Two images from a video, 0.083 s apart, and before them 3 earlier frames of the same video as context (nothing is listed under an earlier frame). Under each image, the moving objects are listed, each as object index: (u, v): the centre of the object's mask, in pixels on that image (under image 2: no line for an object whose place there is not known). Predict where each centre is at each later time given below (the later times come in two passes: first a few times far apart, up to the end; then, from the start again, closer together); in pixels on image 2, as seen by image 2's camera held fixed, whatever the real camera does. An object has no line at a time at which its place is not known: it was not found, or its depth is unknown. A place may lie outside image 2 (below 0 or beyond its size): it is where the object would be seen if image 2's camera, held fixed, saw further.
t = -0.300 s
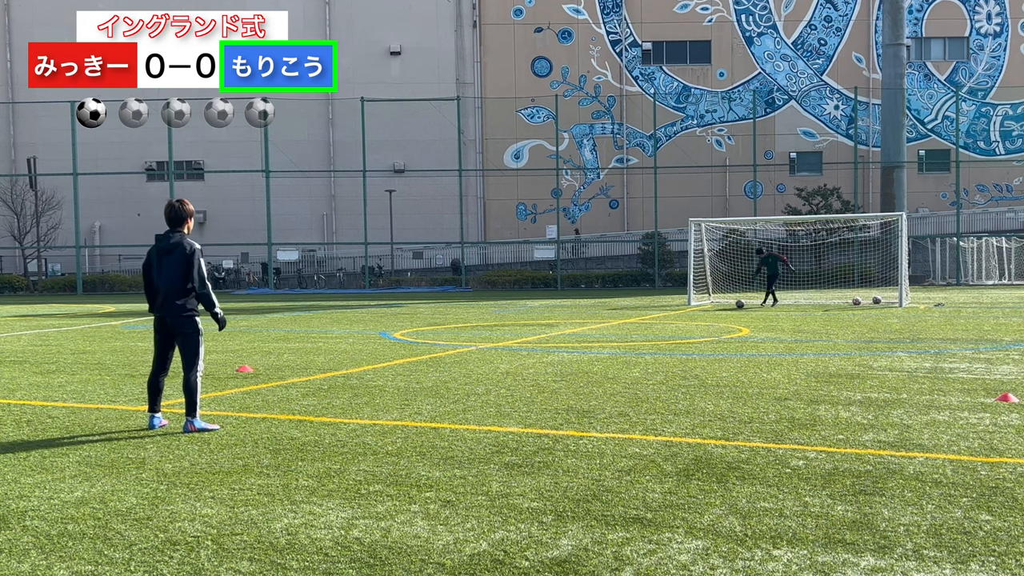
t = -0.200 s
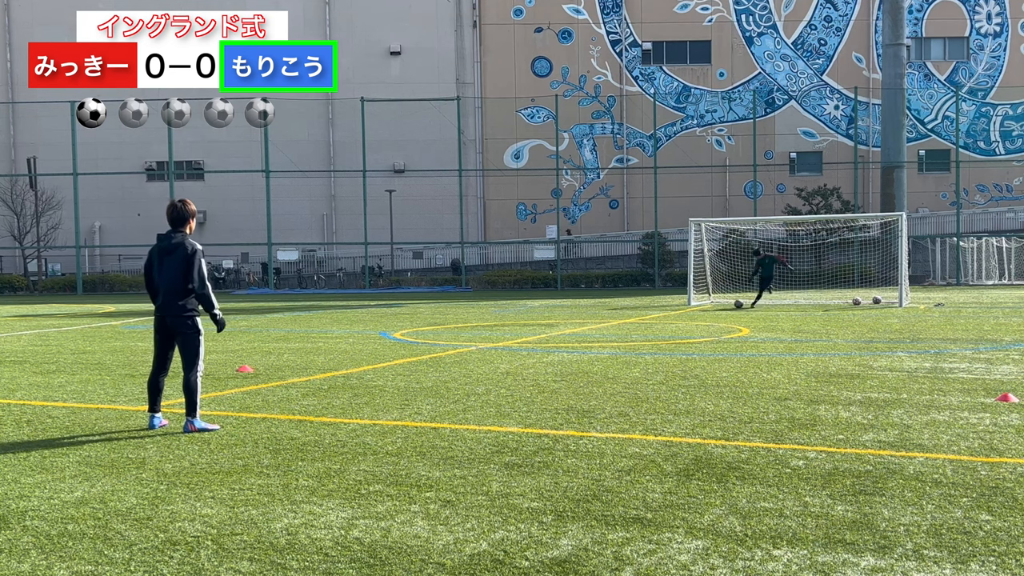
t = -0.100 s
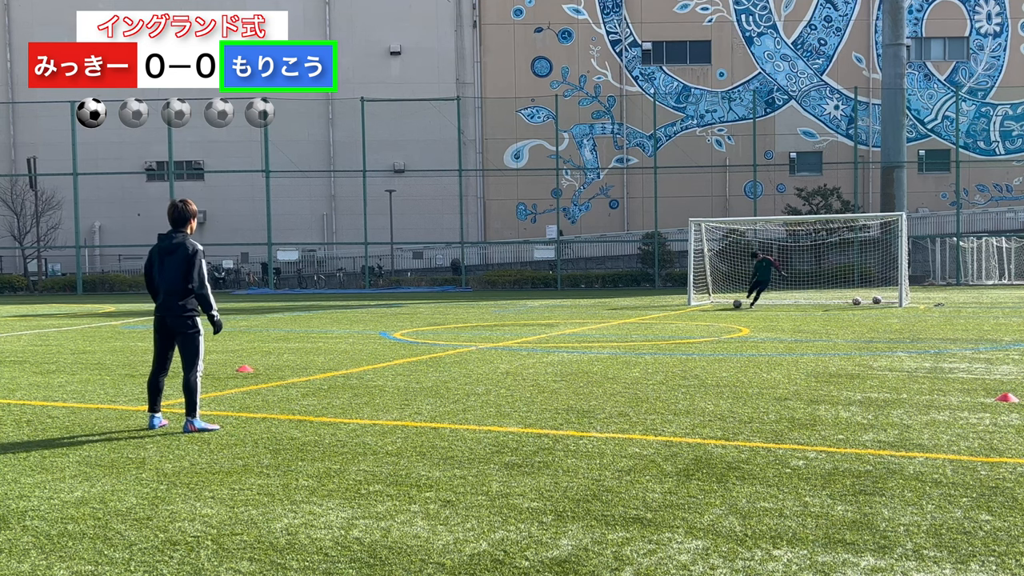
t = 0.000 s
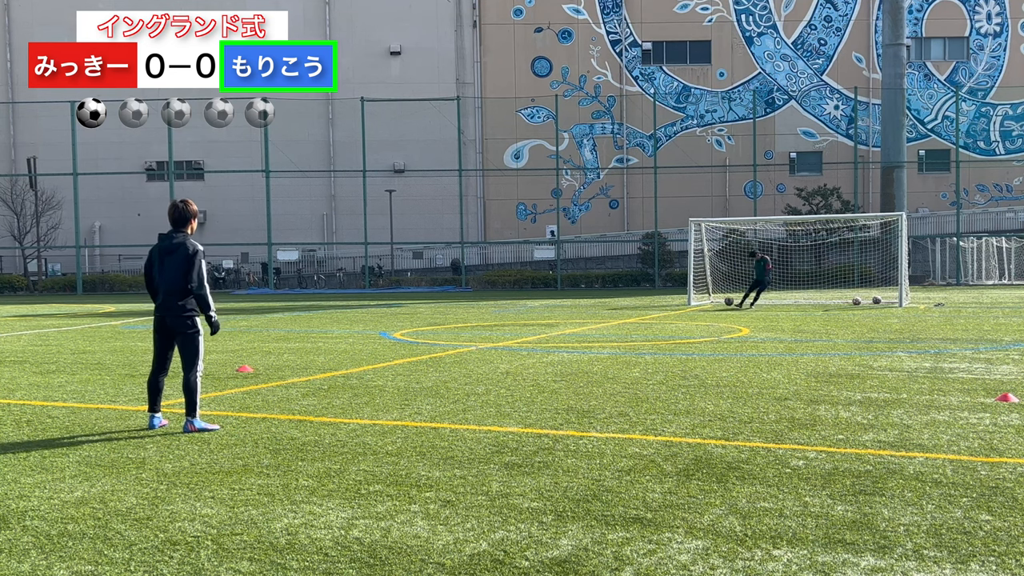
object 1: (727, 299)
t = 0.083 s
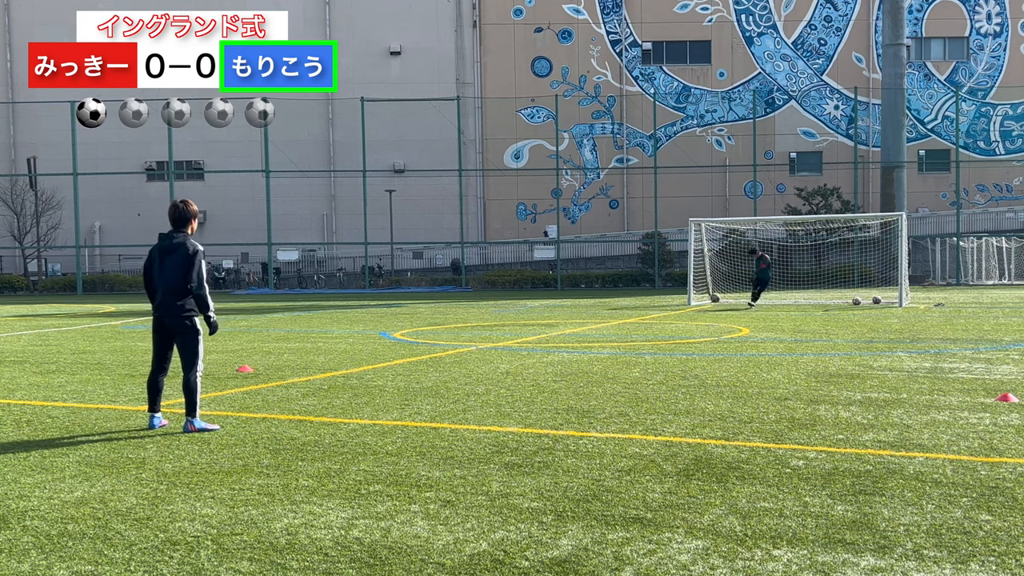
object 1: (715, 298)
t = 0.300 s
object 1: (672, 296)
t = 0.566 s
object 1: (602, 316)
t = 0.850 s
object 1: (514, 323)
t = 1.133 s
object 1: (402, 355)
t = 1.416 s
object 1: (281, 357)
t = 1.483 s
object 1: (249, 365)
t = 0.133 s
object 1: (705, 296)
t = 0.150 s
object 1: (703, 295)
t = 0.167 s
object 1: (699, 295)
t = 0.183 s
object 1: (697, 295)
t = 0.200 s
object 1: (693, 295)
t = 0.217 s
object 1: (690, 295)
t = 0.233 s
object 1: (686, 295)
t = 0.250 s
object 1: (683, 295)
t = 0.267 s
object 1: (680, 295)
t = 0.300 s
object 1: (672, 296)
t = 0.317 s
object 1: (669, 296)
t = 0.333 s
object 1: (665, 296)
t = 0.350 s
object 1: (661, 297)
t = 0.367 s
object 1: (657, 298)
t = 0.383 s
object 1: (653, 299)
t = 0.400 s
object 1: (649, 300)
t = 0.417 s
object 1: (644, 301)
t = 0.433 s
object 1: (640, 302)
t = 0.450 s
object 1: (635, 303)
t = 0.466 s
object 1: (631, 304)
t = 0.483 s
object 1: (626, 306)
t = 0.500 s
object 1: (622, 308)
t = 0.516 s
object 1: (617, 309)
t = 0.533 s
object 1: (612, 311)
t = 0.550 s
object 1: (607, 314)
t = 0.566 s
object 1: (602, 316)
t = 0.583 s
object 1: (597, 318)
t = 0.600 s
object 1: (591, 321)
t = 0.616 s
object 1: (586, 324)
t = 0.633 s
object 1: (580, 327)
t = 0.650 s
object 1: (575, 330)
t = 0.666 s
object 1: (569, 334)
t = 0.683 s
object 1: (563, 335)
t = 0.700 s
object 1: (559, 333)
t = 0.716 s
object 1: (555, 331)
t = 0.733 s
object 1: (549, 329)
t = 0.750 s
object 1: (545, 328)
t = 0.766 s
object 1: (540, 326)
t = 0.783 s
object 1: (535, 325)
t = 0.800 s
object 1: (530, 324)
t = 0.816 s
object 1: (525, 324)
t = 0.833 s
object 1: (520, 323)
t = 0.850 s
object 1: (514, 323)
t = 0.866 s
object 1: (508, 322)
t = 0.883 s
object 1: (503, 323)
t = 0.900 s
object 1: (497, 323)
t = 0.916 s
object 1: (492, 323)
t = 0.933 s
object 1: (485, 324)
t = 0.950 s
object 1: (479, 325)
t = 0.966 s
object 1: (473, 327)
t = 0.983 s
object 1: (467, 328)
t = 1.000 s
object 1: (460, 330)
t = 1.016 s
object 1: (454, 332)
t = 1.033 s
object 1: (447, 334)
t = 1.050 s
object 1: (440, 337)
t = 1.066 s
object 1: (433, 340)
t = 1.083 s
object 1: (425, 343)
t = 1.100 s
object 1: (418, 347)
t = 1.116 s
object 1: (410, 351)
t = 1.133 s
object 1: (402, 355)
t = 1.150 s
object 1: (394, 360)
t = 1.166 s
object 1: (386, 366)
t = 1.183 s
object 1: (379, 367)
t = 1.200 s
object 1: (373, 365)
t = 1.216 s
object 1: (366, 363)
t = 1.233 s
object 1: (360, 361)
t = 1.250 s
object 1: (353, 359)
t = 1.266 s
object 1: (347, 357)
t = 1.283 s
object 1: (340, 356)
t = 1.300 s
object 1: (333, 355)
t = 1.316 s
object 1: (326, 354)
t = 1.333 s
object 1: (319, 354)
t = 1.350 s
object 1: (312, 354)
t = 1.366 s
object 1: (304, 354)
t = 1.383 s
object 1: (296, 355)
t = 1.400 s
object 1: (289, 356)
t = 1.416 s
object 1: (281, 357)
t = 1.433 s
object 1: (273, 358)
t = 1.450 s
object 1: (265, 360)
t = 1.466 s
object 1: (257, 363)
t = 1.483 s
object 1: (249, 365)
